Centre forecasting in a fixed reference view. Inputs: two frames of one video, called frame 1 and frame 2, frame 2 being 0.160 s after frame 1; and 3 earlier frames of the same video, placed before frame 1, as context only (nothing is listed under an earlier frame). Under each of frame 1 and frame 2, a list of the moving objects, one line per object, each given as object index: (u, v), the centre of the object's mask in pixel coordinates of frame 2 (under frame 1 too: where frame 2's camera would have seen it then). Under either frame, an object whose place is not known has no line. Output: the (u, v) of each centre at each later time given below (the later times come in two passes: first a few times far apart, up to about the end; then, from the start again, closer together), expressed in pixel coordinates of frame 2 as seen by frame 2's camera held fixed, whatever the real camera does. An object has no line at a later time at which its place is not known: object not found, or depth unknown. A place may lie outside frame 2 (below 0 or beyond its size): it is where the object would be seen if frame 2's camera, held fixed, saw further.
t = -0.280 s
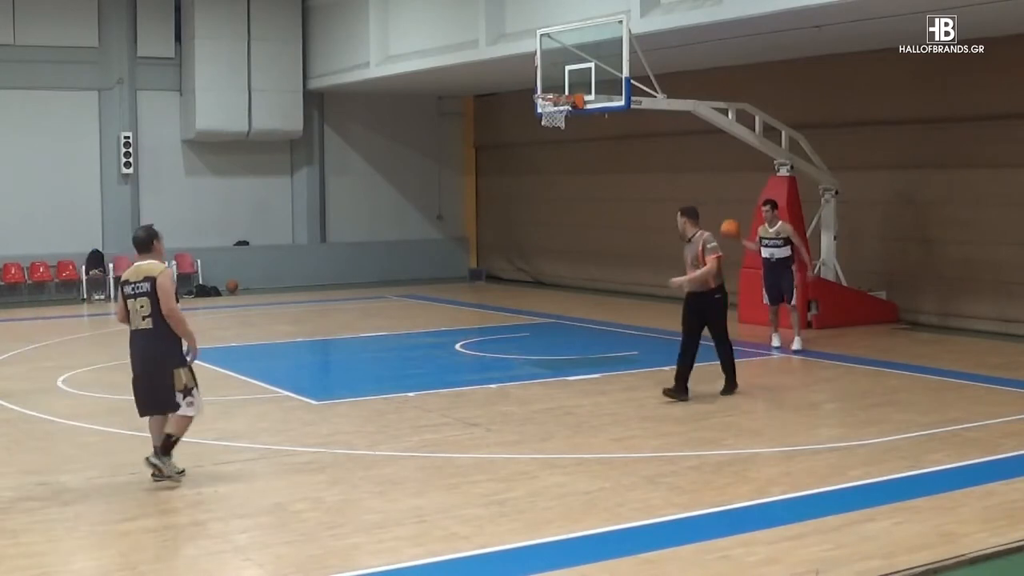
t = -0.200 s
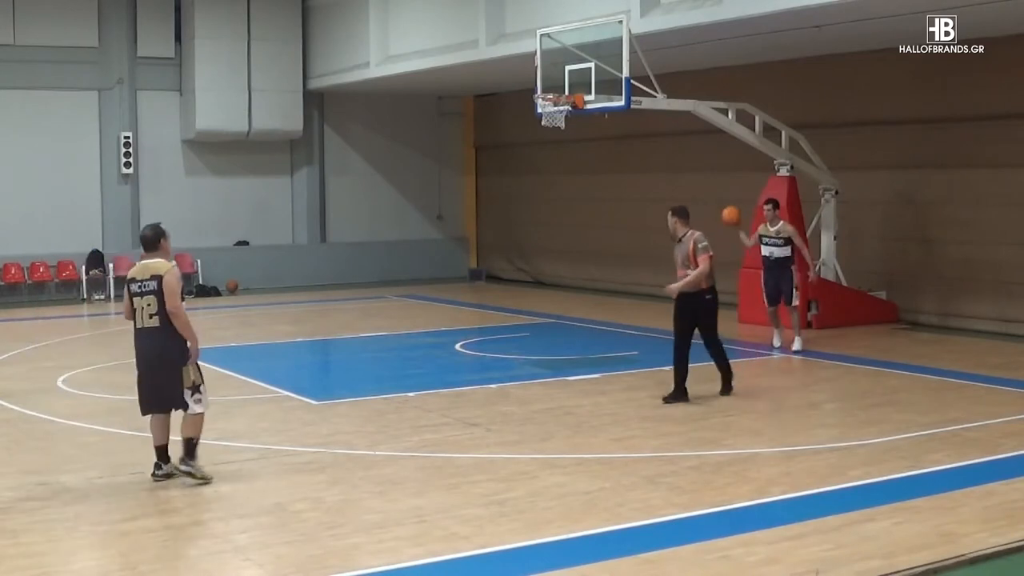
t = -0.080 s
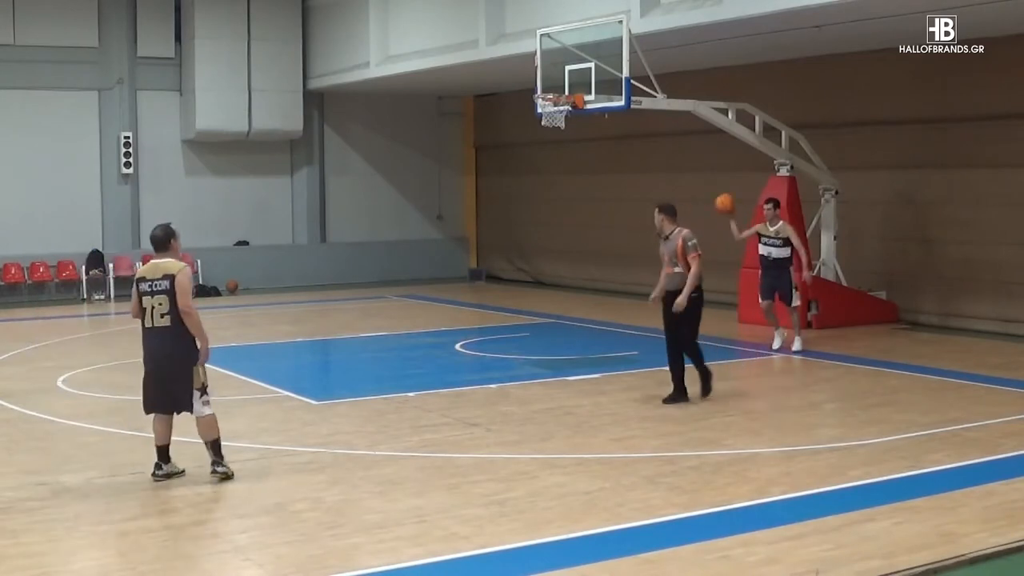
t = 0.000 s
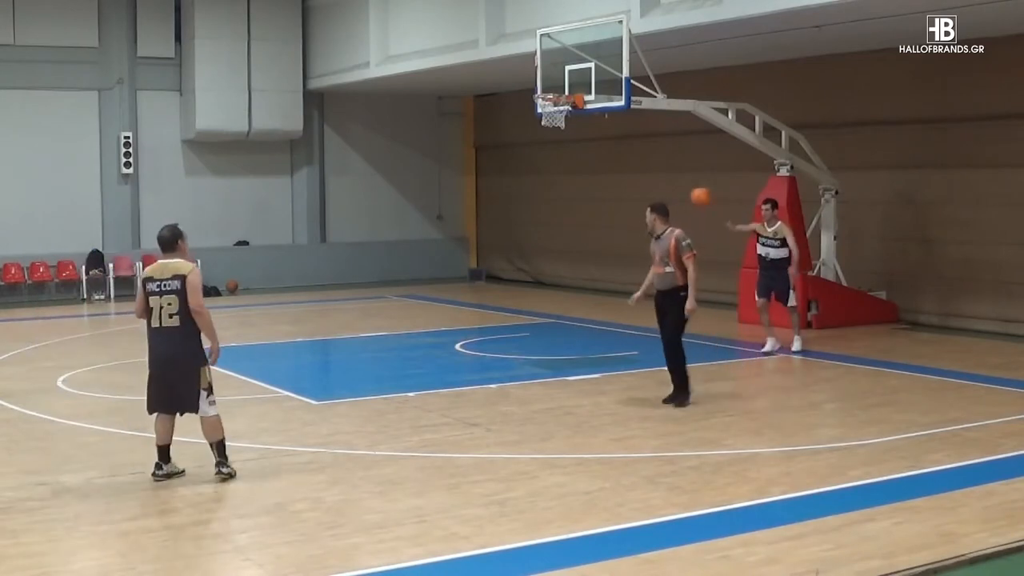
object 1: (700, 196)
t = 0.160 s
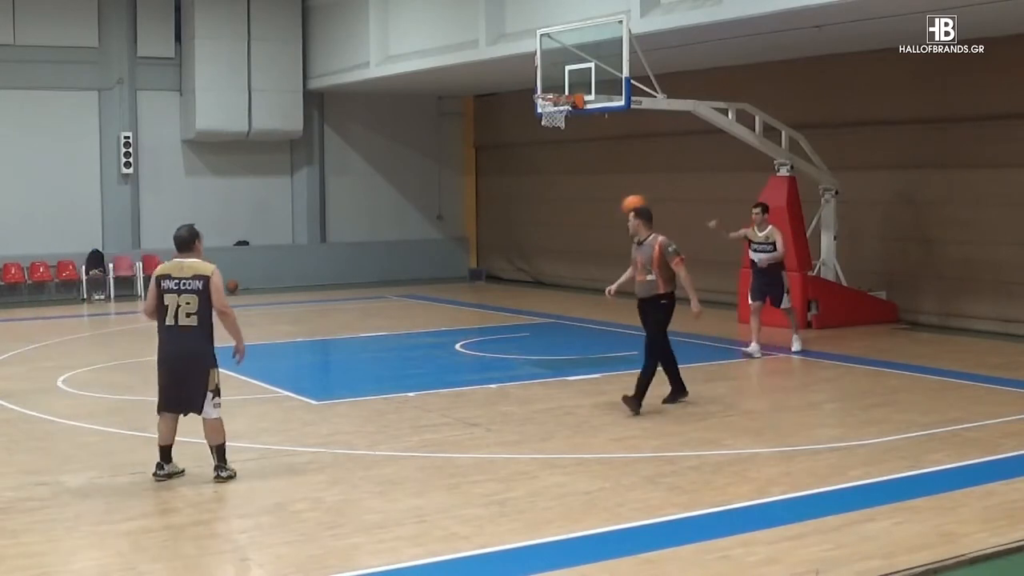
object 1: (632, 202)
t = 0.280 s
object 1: (575, 230)
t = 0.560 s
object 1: (418, 359)
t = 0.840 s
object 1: (301, 320)
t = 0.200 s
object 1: (614, 211)
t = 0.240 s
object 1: (596, 220)
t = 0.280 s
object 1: (575, 230)
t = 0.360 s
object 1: (535, 256)
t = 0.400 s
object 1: (513, 272)
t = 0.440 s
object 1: (490, 289)
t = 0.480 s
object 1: (467, 309)
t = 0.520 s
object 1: (443, 333)
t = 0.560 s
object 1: (418, 359)
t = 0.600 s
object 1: (391, 388)
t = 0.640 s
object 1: (367, 409)
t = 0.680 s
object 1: (354, 387)
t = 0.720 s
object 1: (341, 368)
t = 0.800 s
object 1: (315, 334)
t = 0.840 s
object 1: (301, 320)
